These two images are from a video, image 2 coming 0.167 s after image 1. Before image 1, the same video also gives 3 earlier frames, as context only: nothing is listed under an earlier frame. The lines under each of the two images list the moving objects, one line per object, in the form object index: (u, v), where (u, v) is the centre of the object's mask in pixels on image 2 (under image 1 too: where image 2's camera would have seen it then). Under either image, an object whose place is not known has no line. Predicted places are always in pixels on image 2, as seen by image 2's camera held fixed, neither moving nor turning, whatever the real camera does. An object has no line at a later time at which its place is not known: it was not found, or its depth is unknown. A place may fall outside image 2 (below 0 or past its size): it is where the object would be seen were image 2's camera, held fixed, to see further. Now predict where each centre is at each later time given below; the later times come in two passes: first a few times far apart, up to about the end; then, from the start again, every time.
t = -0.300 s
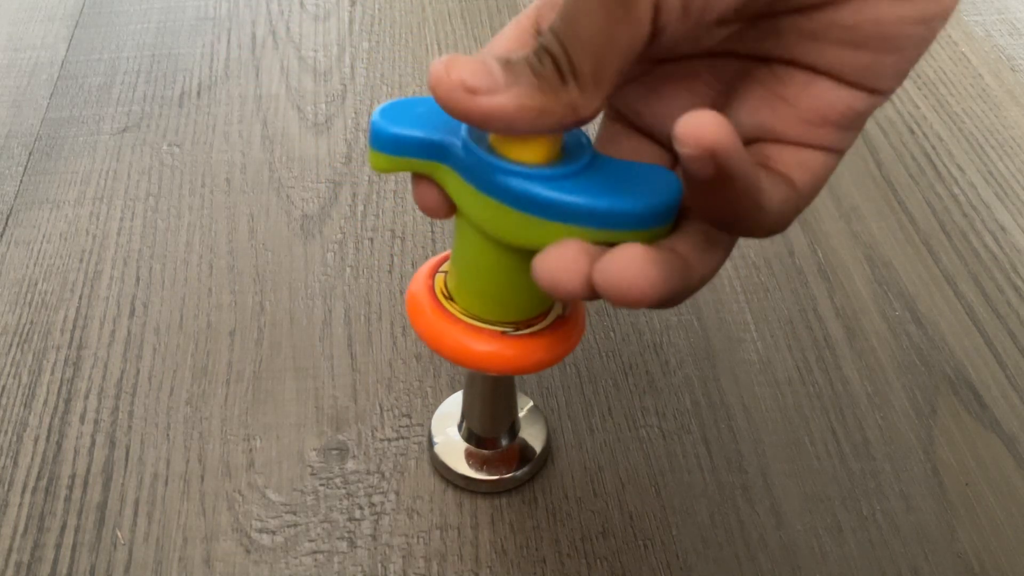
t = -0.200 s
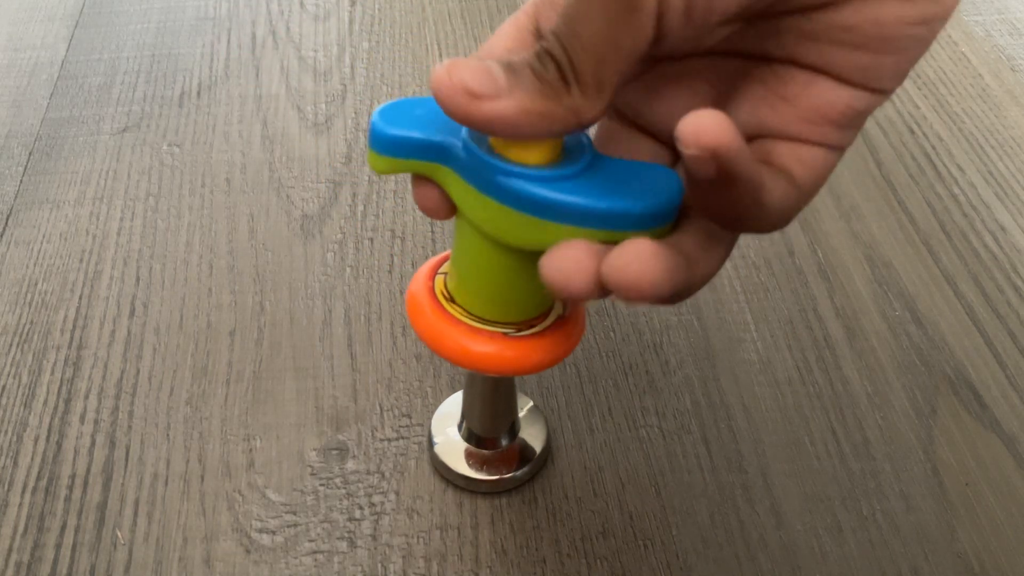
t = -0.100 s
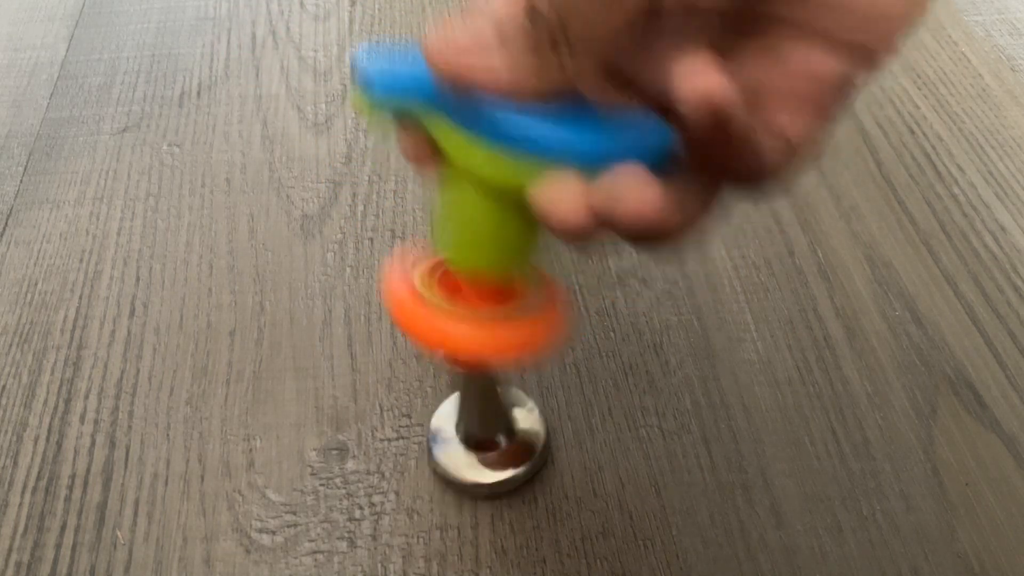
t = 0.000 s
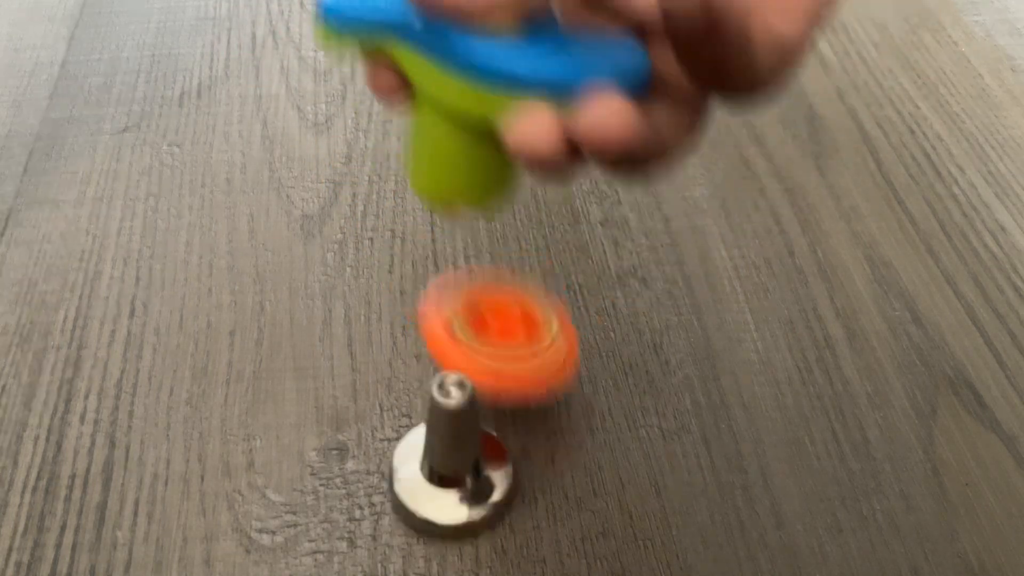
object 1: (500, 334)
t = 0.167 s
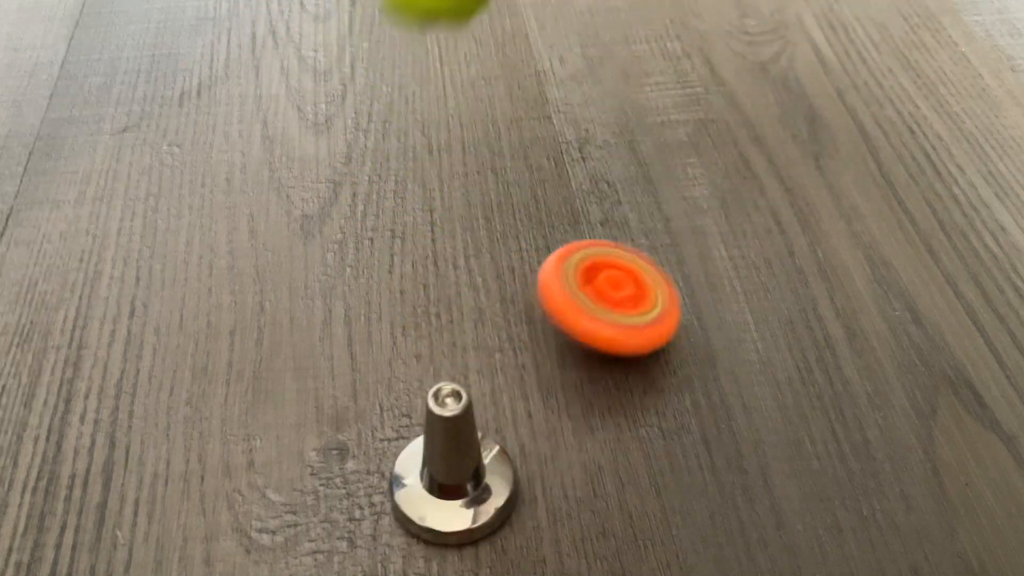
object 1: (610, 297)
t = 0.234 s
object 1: (618, 282)
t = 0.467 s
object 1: (639, 223)
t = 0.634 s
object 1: (670, 190)
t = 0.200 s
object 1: (615, 290)
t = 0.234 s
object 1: (618, 282)
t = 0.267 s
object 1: (620, 273)
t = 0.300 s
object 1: (621, 264)
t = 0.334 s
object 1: (624, 256)
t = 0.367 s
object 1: (628, 248)
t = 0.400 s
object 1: (630, 239)
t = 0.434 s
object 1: (634, 230)
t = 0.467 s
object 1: (639, 223)
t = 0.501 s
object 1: (644, 216)
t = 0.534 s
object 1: (650, 209)
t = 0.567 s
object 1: (656, 202)
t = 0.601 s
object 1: (663, 196)
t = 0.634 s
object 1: (670, 190)
